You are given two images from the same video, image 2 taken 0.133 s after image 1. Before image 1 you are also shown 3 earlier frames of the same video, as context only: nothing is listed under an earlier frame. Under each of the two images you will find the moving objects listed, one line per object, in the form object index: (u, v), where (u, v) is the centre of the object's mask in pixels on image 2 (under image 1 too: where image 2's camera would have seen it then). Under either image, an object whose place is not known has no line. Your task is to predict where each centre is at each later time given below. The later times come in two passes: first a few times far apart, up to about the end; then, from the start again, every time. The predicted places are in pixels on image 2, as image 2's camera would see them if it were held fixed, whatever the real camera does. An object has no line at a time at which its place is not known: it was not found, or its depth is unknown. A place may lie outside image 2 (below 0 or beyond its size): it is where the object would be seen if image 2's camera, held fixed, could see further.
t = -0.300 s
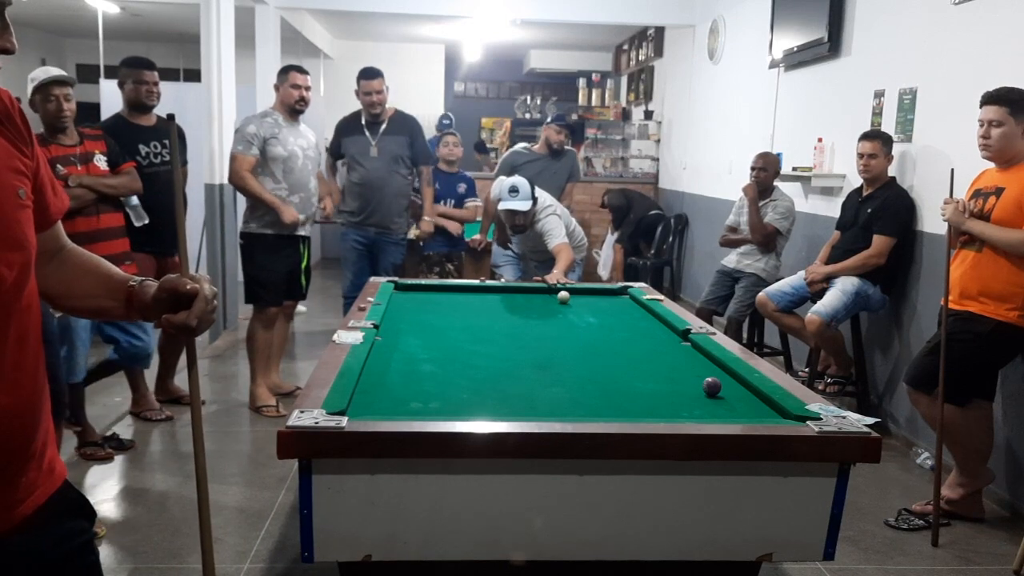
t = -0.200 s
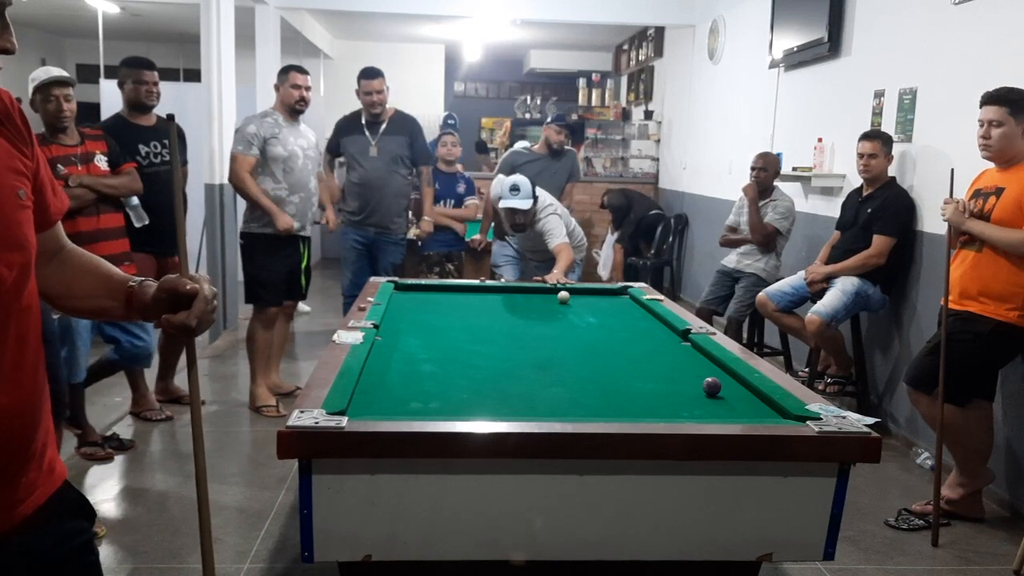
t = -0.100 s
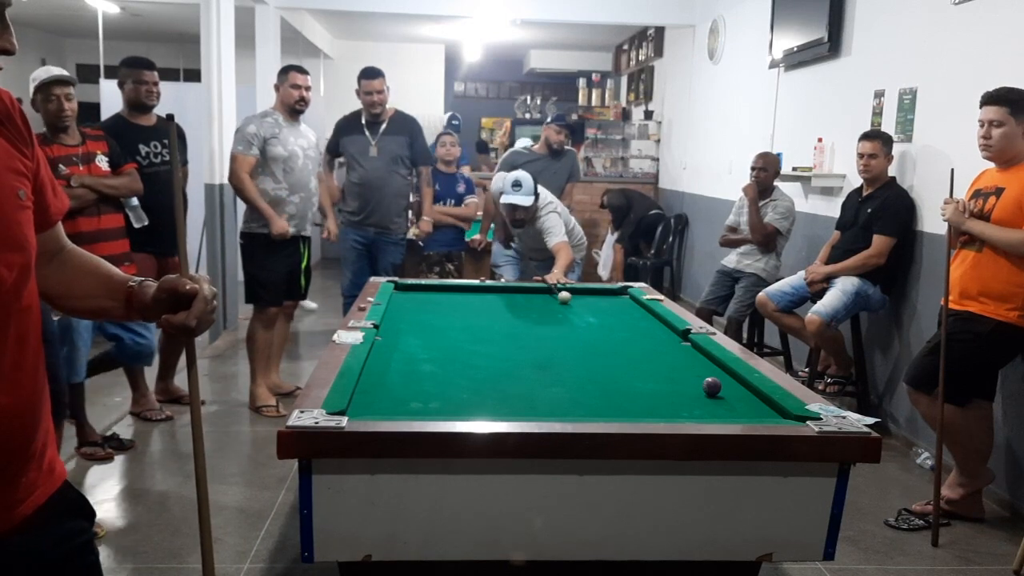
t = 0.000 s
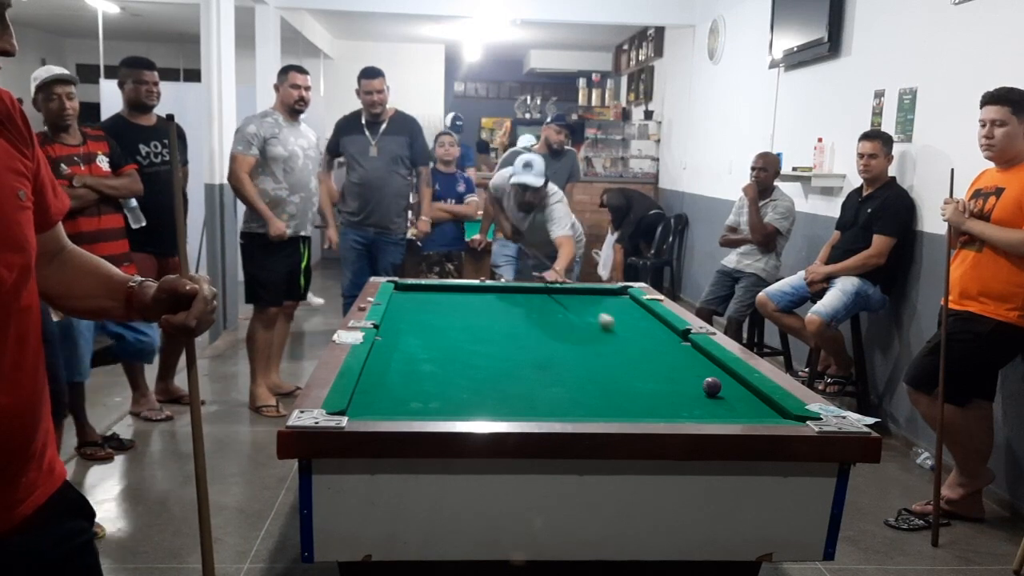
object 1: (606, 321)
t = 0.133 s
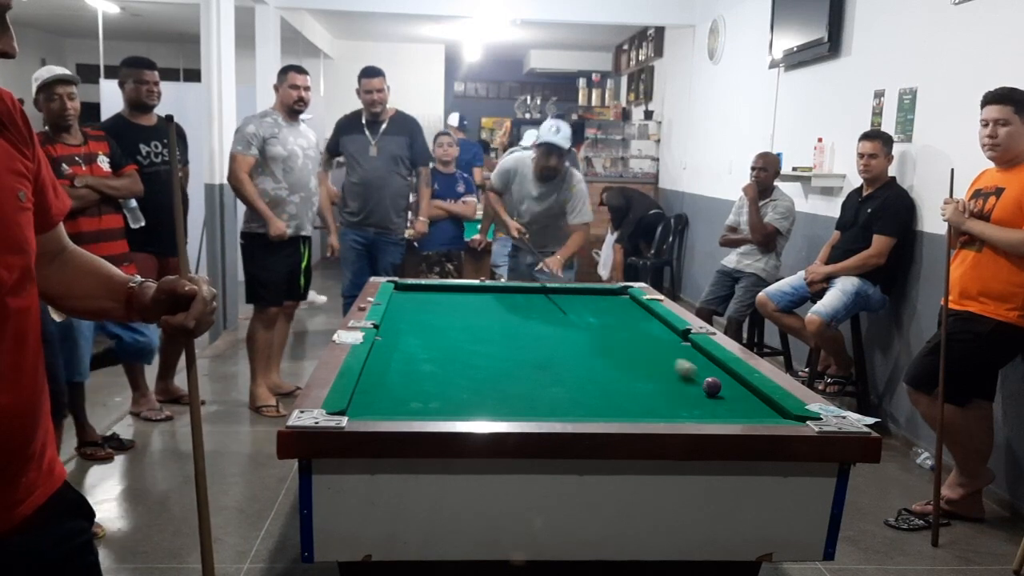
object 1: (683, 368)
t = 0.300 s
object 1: (703, 392)
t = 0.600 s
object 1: (705, 412)
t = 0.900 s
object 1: (667, 405)
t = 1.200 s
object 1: (628, 392)
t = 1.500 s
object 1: (596, 380)
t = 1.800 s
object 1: (568, 371)
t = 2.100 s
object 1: (544, 363)
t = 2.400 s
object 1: (524, 356)
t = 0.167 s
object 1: (702, 380)
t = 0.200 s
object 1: (702, 383)
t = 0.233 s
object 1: (702, 386)
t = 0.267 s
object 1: (703, 389)
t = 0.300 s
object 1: (703, 392)
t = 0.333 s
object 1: (703, 394)
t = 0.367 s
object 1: (704, 396)
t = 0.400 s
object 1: (704, 399)
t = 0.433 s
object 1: (704, 402)
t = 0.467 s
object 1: (705, 404)
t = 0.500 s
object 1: (705, 407)
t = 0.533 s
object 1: (705, 409)
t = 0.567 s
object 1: (705, 410)
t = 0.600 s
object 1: (705, 412)
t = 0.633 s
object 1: (705, 413)
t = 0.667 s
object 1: (704, 414)
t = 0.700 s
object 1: (698, 413)
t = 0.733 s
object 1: (693, 411)
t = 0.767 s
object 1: (687, 411)
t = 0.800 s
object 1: (682, 410)
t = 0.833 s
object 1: (677, 408)
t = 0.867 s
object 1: (672, 407)
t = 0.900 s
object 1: (667, 405)
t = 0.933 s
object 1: (662, 404)
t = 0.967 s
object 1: (658, 402)
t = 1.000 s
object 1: (654, 401)
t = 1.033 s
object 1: (649, 399)
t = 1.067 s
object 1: (645, 398)
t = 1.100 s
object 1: (640, 396)
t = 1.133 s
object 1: (636, 395)
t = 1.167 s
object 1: (632, 393)
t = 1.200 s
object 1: (628, 392)
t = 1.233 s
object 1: (624, 390)
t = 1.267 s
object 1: (620, 389)
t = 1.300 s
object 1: (616, 388)
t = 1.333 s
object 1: (613, 386)
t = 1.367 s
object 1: (609, 385)
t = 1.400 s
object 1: (605, 384)
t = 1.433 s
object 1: (602, 383)
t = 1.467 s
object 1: (599, 382)
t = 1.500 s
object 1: (596, 380)
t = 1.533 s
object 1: (592, 379)
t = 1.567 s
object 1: (589, 378)
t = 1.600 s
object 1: (586, 377)
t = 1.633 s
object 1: (583, 376)
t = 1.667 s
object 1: (580, 375)
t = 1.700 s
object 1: (577, 374)
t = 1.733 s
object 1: (574, 373)
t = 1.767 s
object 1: (570, 372)
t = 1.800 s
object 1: (568, 371)
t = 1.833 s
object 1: (565, 370)
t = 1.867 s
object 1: (562, 369)
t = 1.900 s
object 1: (560, 368)
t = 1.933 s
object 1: (557, 367)
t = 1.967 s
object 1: (554, 366)
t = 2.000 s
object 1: (552, 365)
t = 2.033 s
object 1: (549, 364)
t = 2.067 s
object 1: (547, 364)
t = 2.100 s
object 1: (544, 363)
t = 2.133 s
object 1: (541, 362)
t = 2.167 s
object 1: (539, 361)
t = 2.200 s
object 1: (537, 361)
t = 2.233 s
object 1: (534, 360)
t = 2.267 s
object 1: (532, 359)
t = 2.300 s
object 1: (530, 358)
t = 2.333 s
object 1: (528, 358)
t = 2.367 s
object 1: (526, 357)
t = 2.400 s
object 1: (524, 356)
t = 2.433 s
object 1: (521, 356)
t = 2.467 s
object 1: (520, 355)
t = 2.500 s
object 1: (517, 354)
